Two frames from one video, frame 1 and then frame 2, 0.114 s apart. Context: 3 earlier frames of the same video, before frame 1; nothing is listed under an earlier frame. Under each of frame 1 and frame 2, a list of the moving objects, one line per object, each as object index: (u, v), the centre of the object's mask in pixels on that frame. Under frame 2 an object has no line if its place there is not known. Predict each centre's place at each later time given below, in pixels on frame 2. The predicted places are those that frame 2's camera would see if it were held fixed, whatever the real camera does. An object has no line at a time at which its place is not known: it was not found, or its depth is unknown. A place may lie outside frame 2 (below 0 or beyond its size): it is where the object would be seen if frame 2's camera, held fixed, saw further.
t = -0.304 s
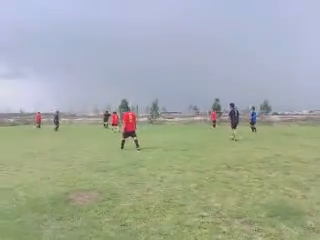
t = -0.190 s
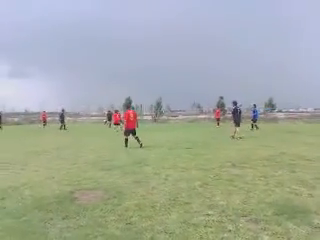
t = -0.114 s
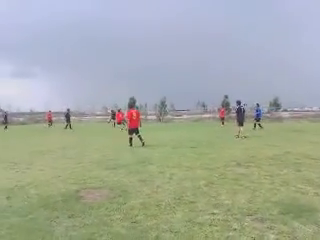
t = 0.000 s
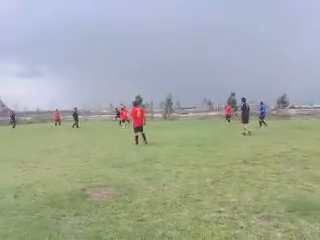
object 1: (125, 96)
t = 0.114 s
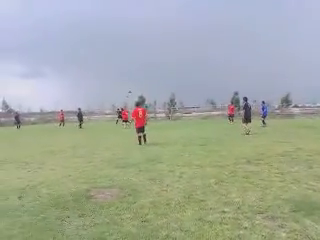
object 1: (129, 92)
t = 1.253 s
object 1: (198, 47)
